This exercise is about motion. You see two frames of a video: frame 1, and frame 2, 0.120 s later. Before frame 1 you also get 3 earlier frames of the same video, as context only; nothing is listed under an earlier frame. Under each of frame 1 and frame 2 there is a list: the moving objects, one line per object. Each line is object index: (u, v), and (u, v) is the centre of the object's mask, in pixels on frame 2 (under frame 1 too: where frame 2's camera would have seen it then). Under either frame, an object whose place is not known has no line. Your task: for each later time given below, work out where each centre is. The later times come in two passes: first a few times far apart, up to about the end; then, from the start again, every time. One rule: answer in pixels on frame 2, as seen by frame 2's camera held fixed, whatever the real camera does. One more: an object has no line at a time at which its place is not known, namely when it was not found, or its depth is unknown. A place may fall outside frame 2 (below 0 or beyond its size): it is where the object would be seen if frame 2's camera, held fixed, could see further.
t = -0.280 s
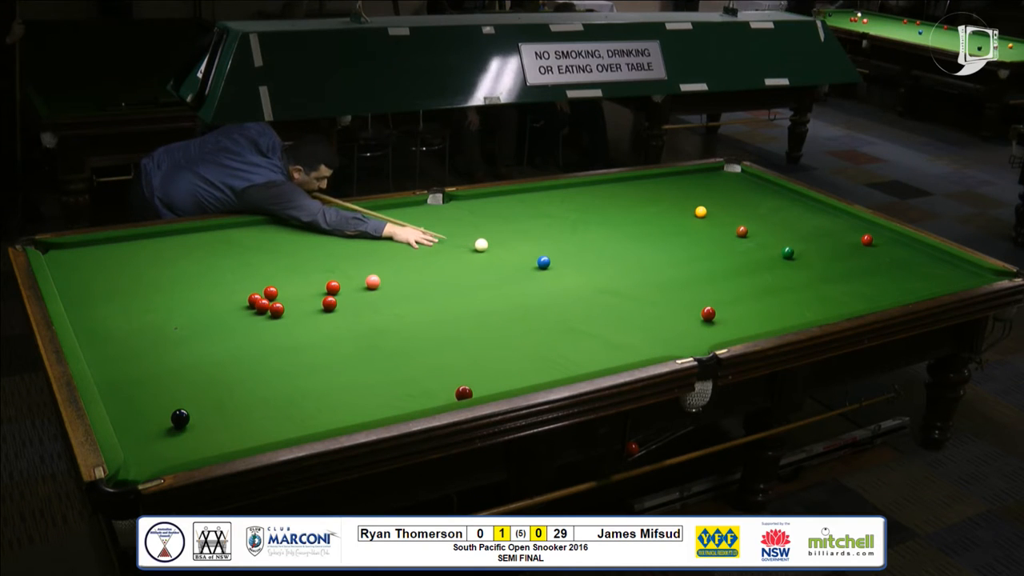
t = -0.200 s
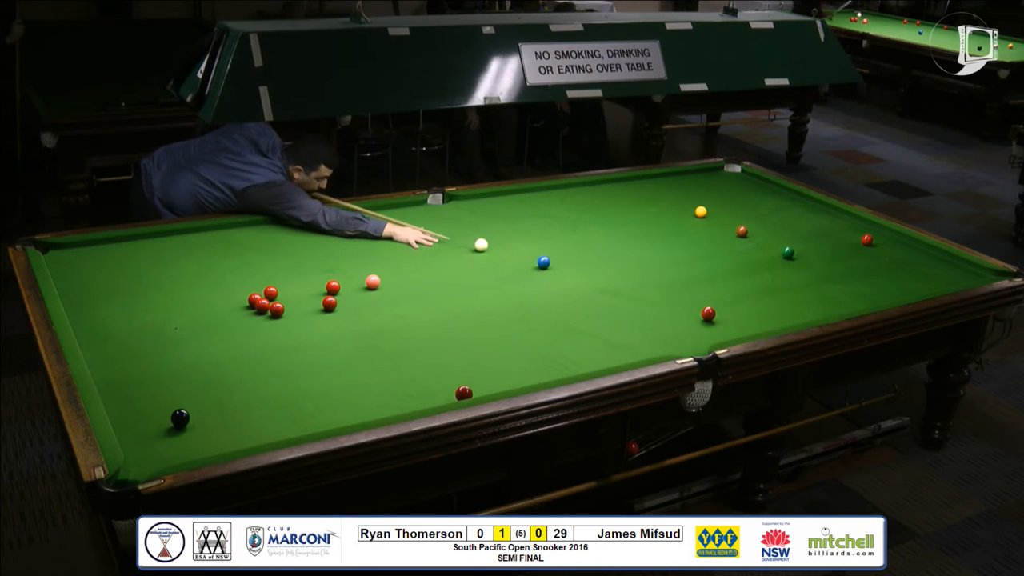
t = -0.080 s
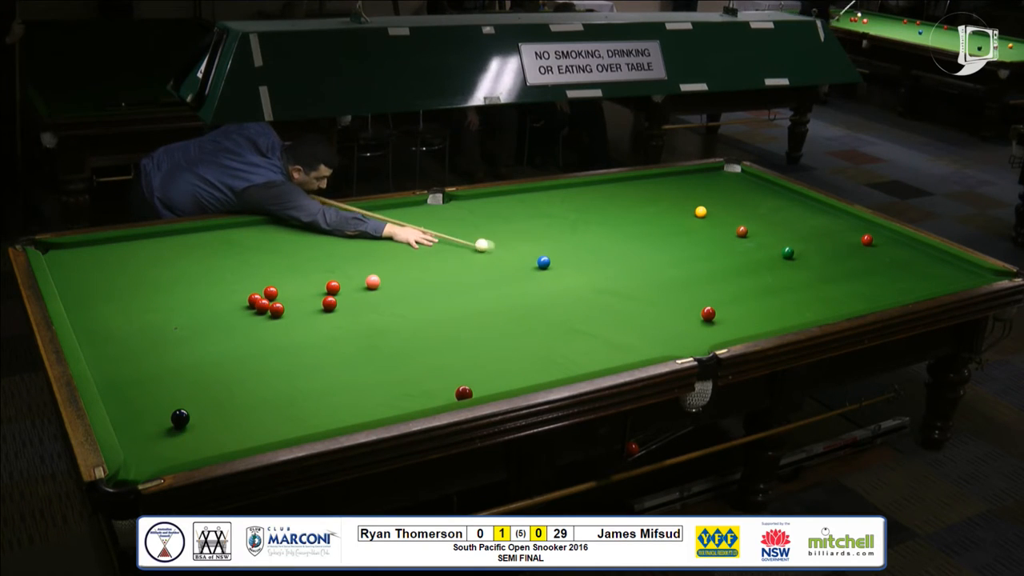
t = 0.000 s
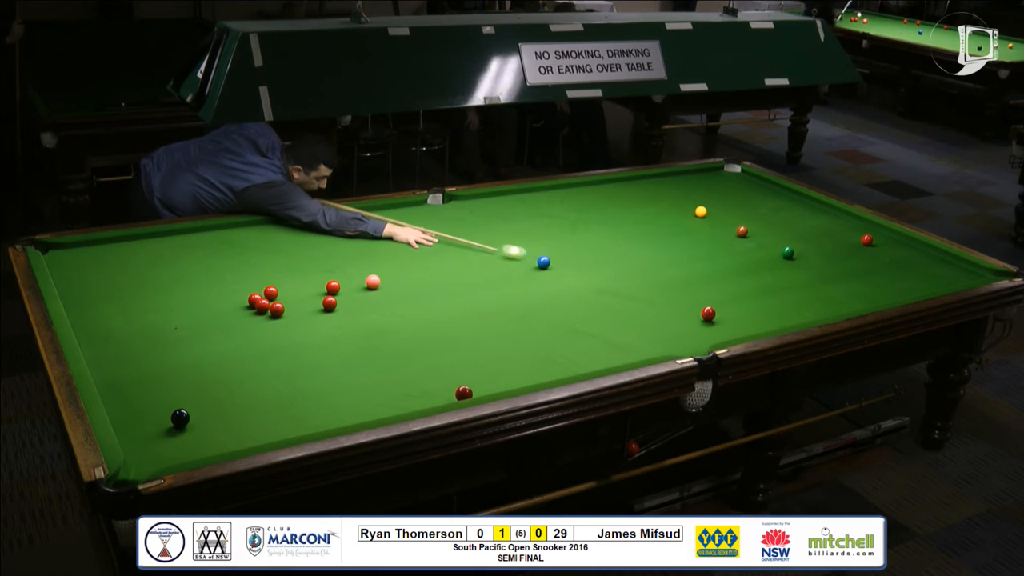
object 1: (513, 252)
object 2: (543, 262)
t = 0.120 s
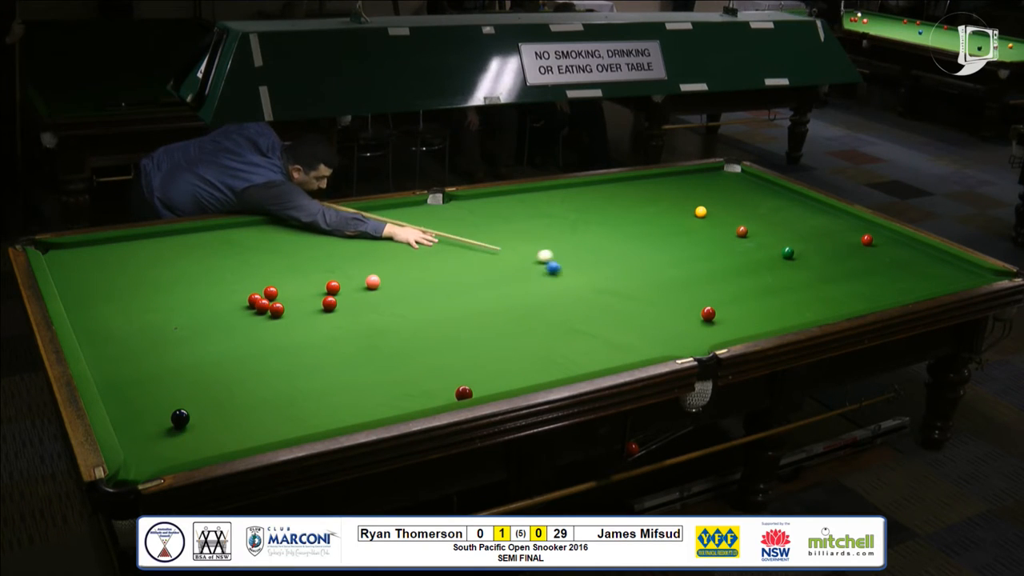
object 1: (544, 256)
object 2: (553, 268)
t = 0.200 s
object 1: (552, 255)
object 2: (565, 275)
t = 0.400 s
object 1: (569, 251)
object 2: (593, 292)
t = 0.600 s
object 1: (585, 248)
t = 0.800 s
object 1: (600, 245)
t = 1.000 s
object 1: (614, 242)
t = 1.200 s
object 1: (627, 240)
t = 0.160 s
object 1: (549, 255)
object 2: (559, 271)
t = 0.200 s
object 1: (552, 255)
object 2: (565, 275)
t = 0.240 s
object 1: (556, 254)
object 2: (571, 278)
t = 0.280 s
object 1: (559, 253)
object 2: (576, 281)
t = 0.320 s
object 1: (563, 253)
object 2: (582, 285)
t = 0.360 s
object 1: (566, 252)
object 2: (587, 288)
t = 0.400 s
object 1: (569, 251)
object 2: (593, 292)
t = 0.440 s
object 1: (573, 250)
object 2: (599, 295)
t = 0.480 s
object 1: (576, 250)
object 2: (604, 298)
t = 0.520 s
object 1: (579, 249)
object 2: (611, 303)
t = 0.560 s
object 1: (582, 249)
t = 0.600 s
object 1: (585, 248)
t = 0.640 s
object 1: (588, 247)
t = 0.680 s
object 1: (591, 247)
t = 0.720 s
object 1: (594, 246)
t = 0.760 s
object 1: (597, 245)
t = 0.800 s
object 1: (600, 245)
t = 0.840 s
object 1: (603, 244)
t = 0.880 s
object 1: (606, 244)
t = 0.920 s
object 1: (609, 243)
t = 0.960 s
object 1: (611, 243)
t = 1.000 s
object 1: (614, 242)
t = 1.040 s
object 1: (617, 242)
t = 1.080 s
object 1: (619, 241)
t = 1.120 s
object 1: (622, 241)
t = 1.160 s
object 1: (624, 240)
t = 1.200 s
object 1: (627, 240)
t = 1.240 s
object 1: (629, 239)
